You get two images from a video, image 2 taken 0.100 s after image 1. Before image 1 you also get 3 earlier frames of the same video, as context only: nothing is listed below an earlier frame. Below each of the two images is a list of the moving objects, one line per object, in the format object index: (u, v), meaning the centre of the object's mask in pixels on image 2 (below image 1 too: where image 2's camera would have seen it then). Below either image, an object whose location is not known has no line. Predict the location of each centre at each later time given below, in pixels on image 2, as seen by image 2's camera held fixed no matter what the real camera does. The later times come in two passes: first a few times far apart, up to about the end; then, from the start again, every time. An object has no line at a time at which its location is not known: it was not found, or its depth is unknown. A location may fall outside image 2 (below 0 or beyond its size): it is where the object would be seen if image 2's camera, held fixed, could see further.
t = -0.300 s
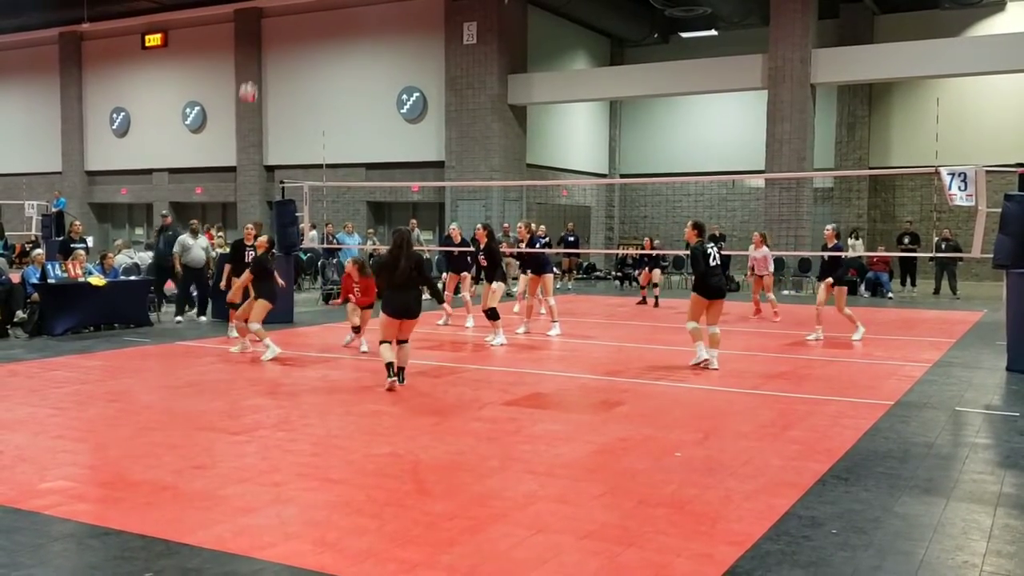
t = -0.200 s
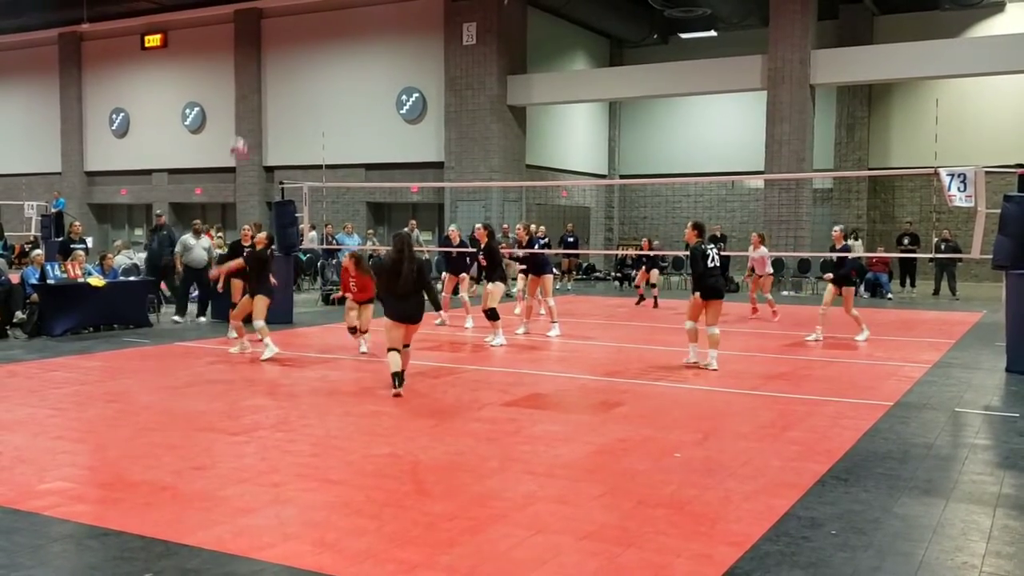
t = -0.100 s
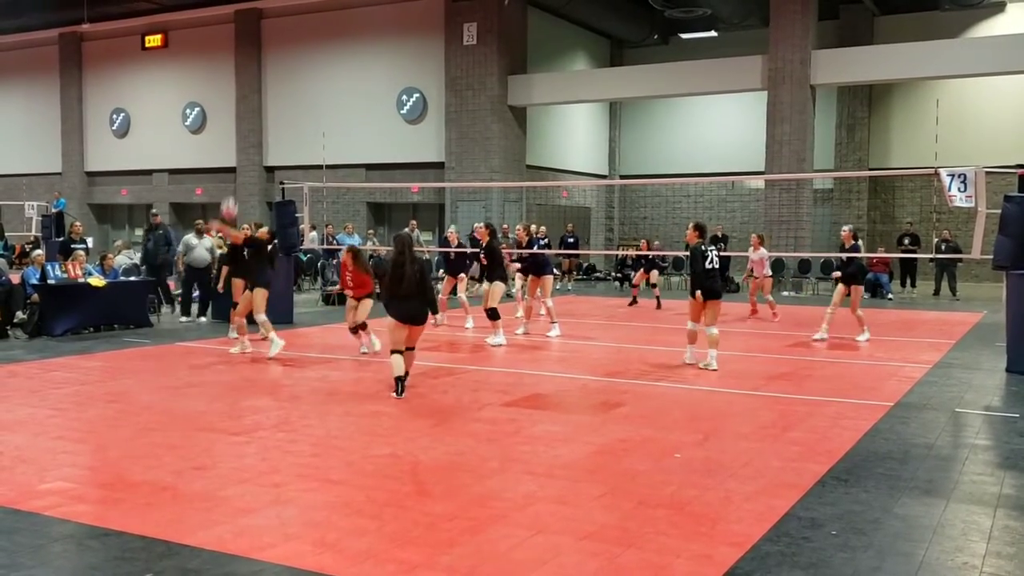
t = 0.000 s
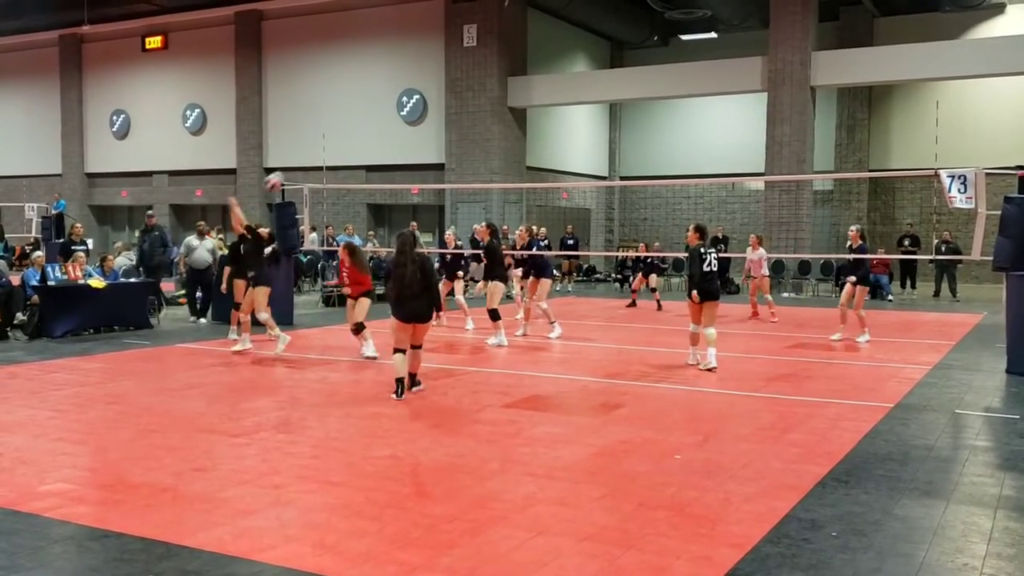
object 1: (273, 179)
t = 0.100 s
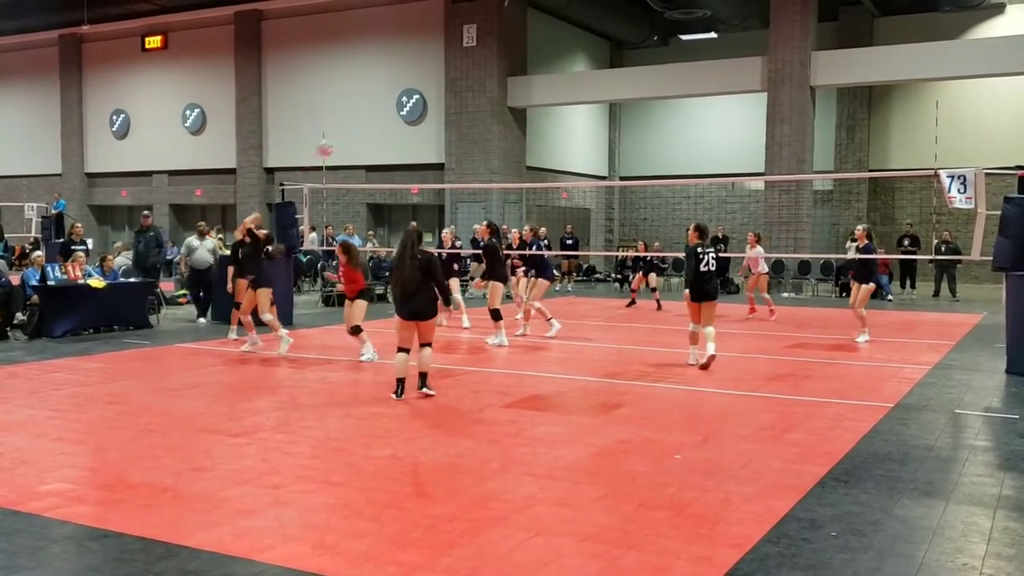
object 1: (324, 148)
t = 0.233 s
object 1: (385, 119)
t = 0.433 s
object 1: (462, 108)
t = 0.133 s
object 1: (340, 138)
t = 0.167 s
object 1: (355, 132)
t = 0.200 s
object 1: (370, 126)
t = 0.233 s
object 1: (385, 119)
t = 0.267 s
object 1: (399, 116)
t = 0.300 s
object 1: (414, 113)
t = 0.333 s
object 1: (426, 110)
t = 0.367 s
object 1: (439, 108)
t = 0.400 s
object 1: (451, 108)
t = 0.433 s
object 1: (462, 108)
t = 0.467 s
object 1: (474, 109)
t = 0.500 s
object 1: (486, 110)
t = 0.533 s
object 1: (497, 113)
